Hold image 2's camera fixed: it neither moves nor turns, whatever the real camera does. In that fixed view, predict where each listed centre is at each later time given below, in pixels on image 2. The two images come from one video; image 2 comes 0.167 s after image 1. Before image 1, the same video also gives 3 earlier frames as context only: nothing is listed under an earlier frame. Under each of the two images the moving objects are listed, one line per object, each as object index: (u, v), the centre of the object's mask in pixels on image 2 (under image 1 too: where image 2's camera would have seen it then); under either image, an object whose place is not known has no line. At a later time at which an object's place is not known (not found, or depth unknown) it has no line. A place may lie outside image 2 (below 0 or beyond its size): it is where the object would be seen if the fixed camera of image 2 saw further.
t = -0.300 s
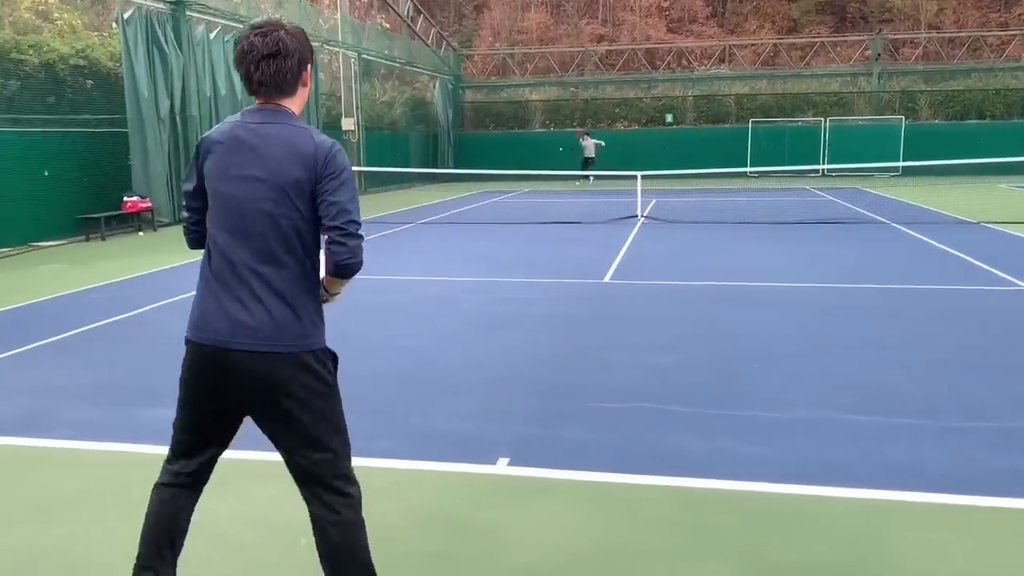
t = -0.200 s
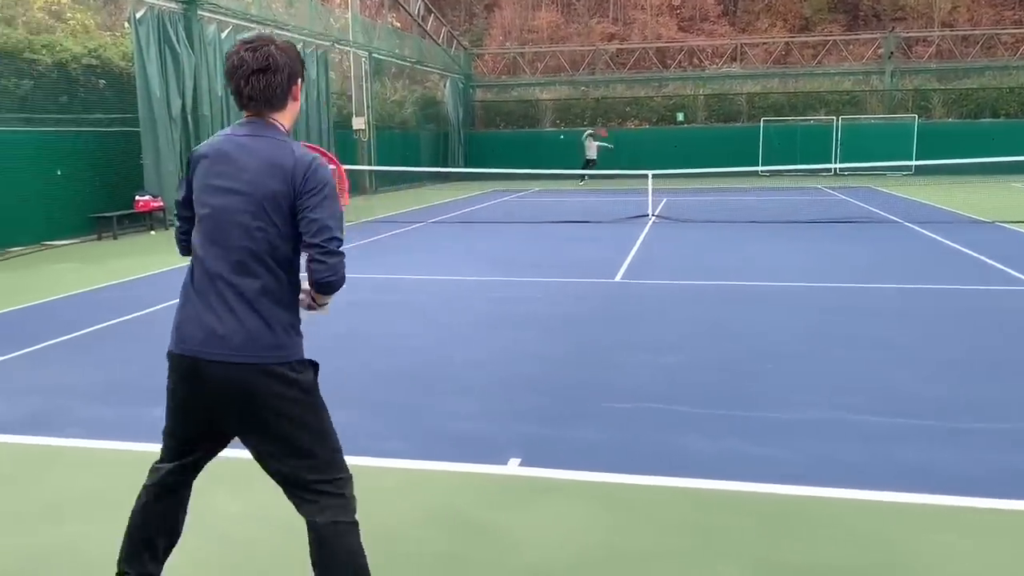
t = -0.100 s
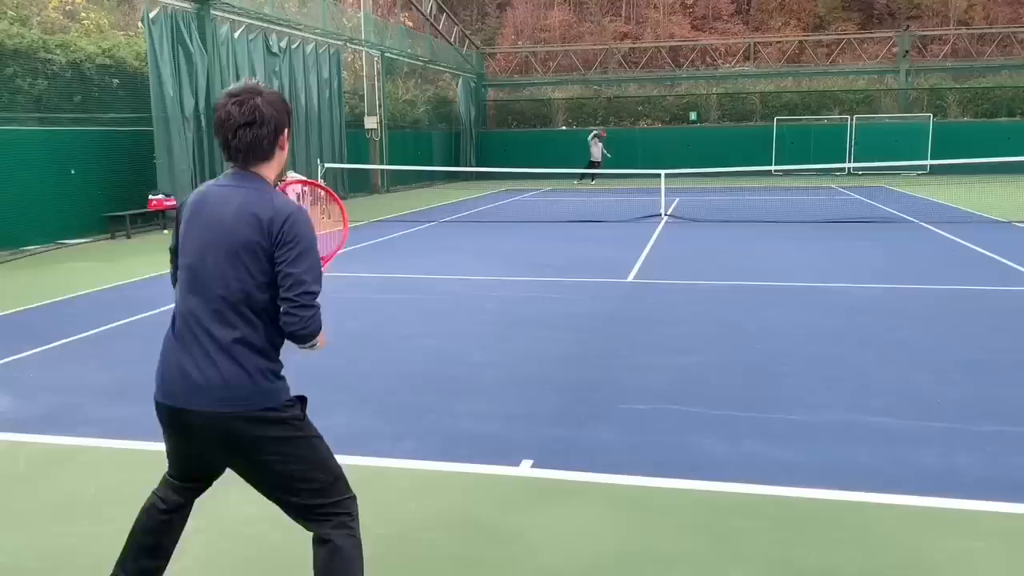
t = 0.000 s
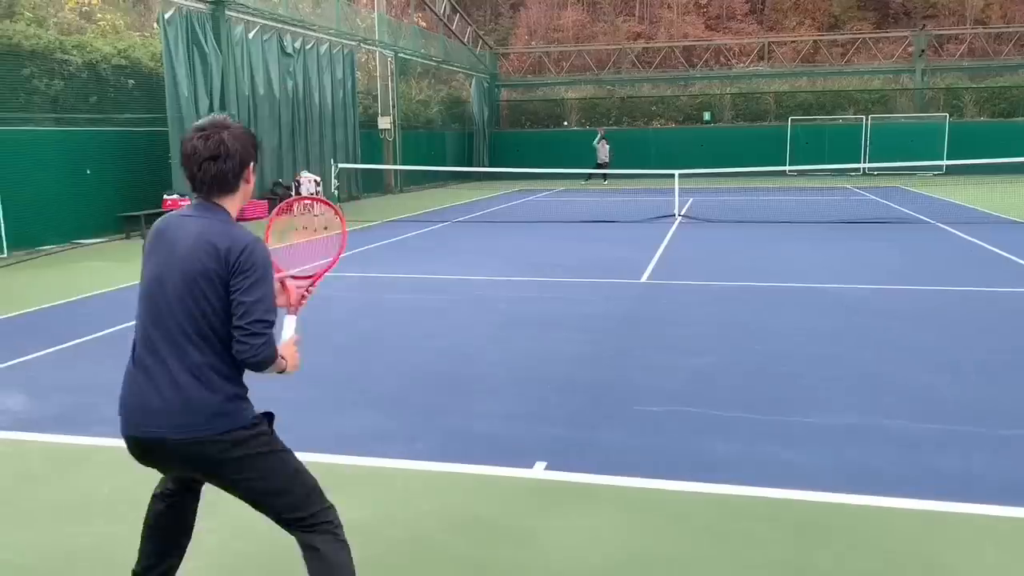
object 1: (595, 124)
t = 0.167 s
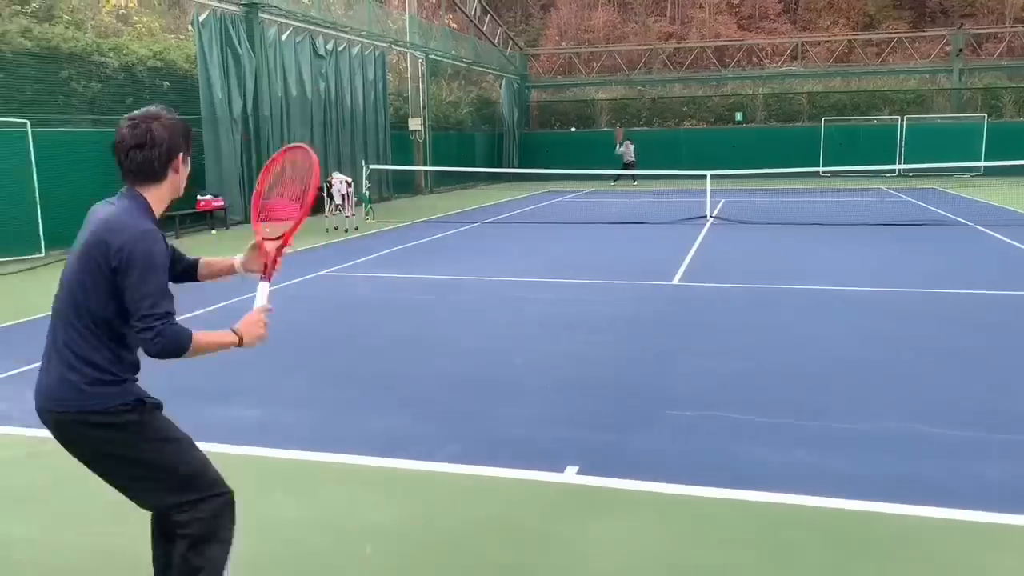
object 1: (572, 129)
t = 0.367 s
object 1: (535, 169)
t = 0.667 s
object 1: (446, 279)
